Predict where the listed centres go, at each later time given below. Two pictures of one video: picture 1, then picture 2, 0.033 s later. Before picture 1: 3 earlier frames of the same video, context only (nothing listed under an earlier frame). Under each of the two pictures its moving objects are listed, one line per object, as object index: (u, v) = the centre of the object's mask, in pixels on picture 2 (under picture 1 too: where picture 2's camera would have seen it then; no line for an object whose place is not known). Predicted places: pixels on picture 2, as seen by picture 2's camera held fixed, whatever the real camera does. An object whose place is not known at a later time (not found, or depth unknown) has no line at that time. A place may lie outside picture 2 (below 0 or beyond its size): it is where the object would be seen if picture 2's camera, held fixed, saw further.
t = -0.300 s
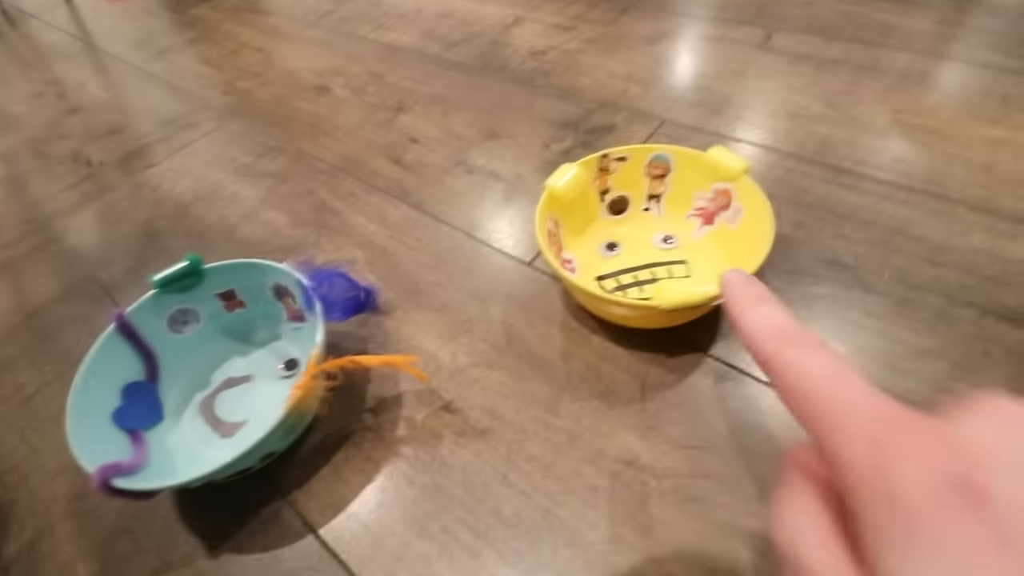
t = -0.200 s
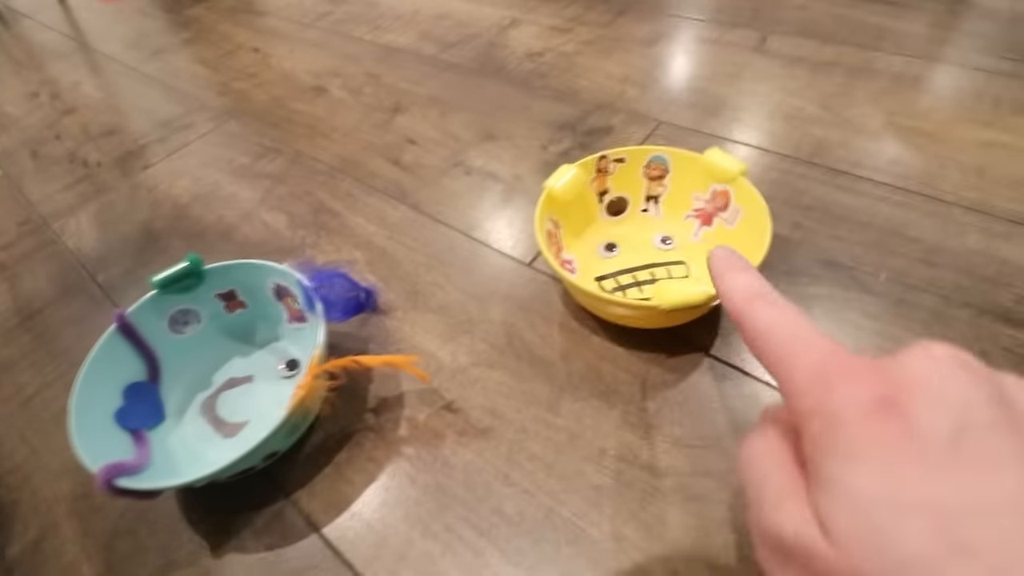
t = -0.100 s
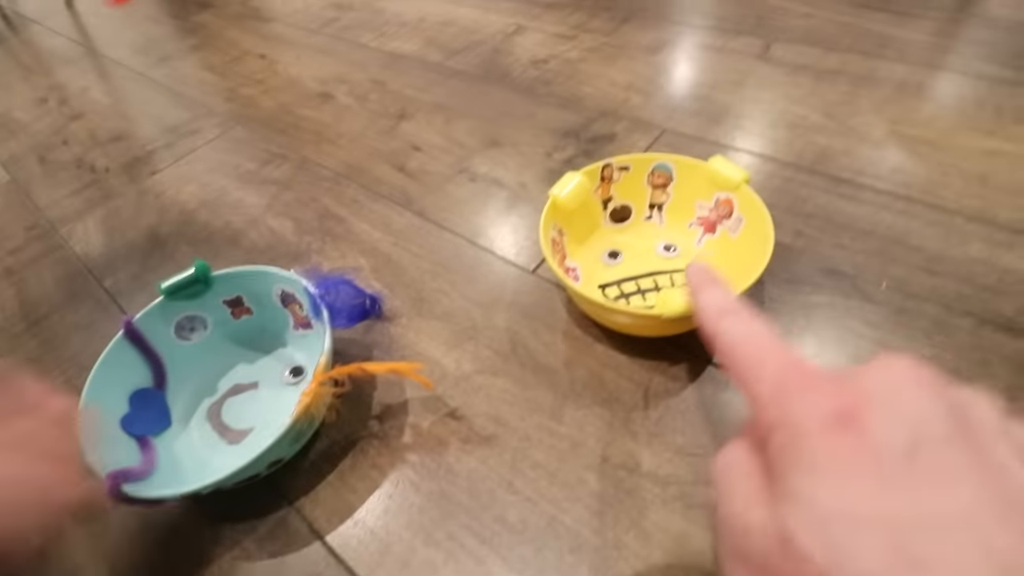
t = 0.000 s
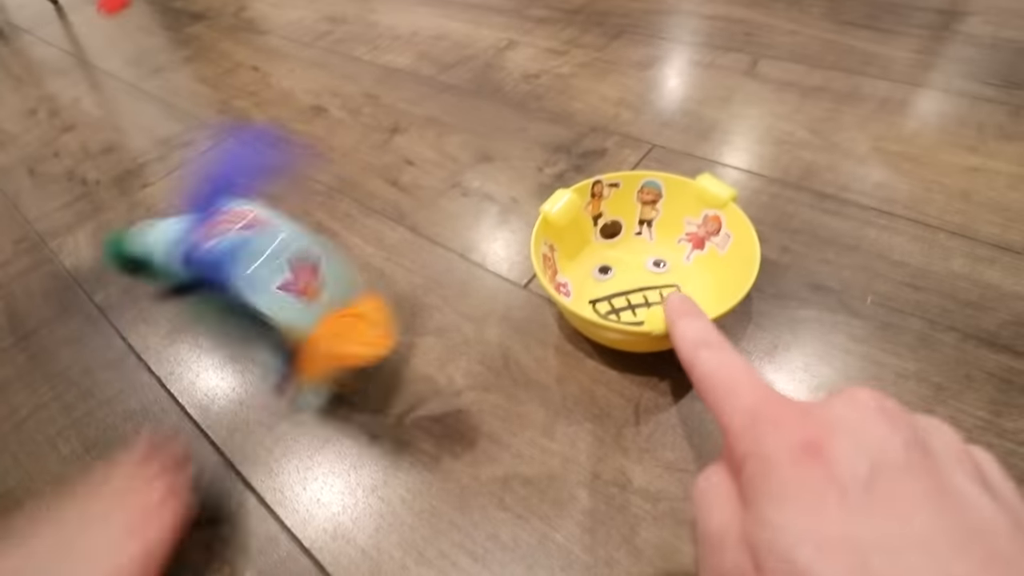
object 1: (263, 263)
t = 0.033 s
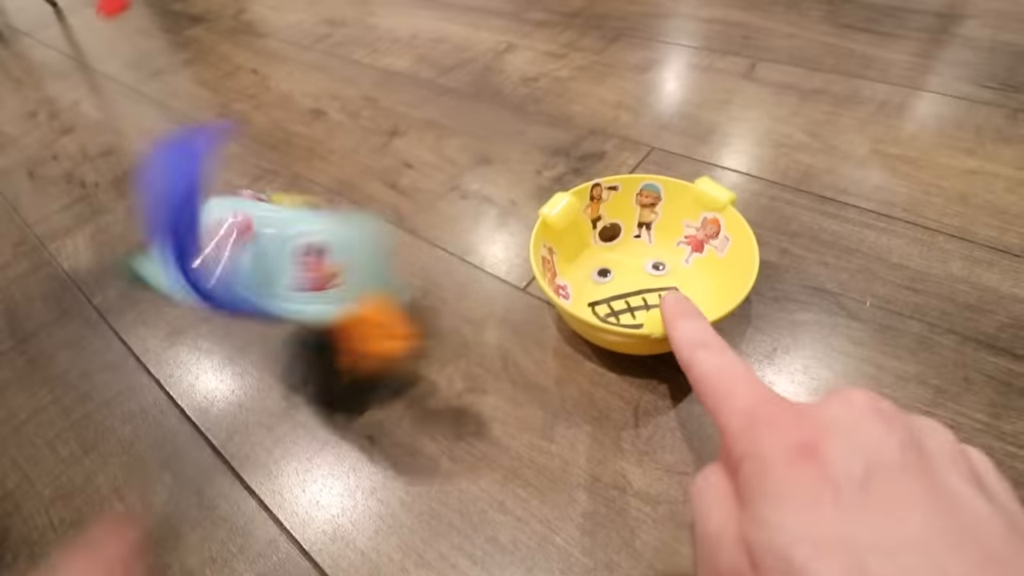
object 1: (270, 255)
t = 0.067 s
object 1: (311, 255)
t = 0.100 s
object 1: (365, 250)
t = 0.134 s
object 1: (396, 236)
